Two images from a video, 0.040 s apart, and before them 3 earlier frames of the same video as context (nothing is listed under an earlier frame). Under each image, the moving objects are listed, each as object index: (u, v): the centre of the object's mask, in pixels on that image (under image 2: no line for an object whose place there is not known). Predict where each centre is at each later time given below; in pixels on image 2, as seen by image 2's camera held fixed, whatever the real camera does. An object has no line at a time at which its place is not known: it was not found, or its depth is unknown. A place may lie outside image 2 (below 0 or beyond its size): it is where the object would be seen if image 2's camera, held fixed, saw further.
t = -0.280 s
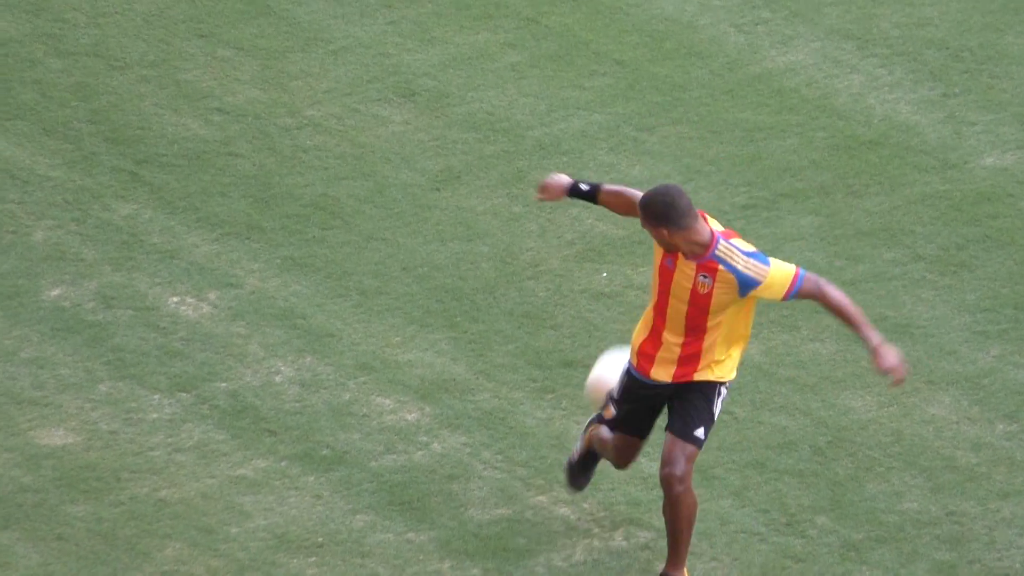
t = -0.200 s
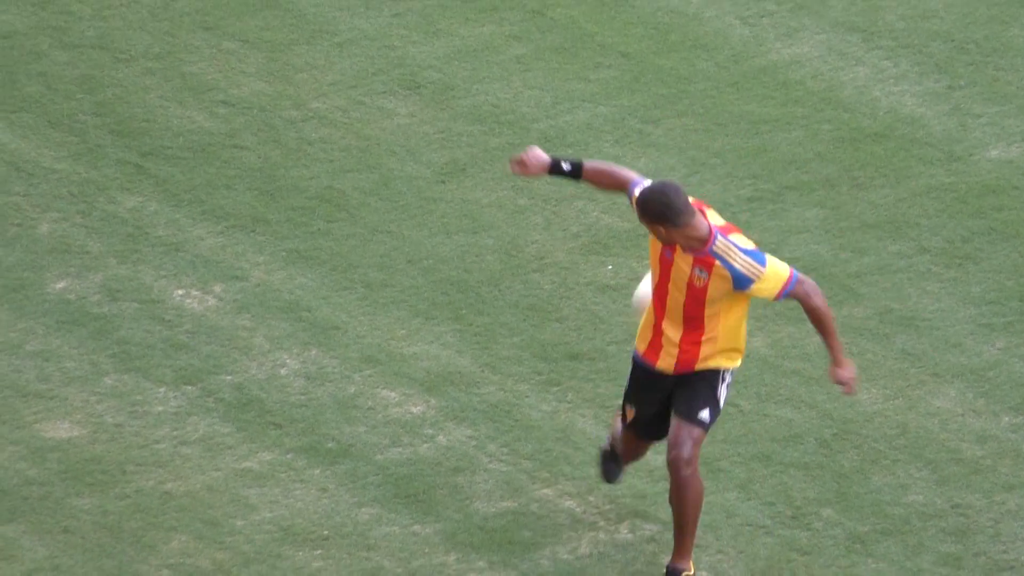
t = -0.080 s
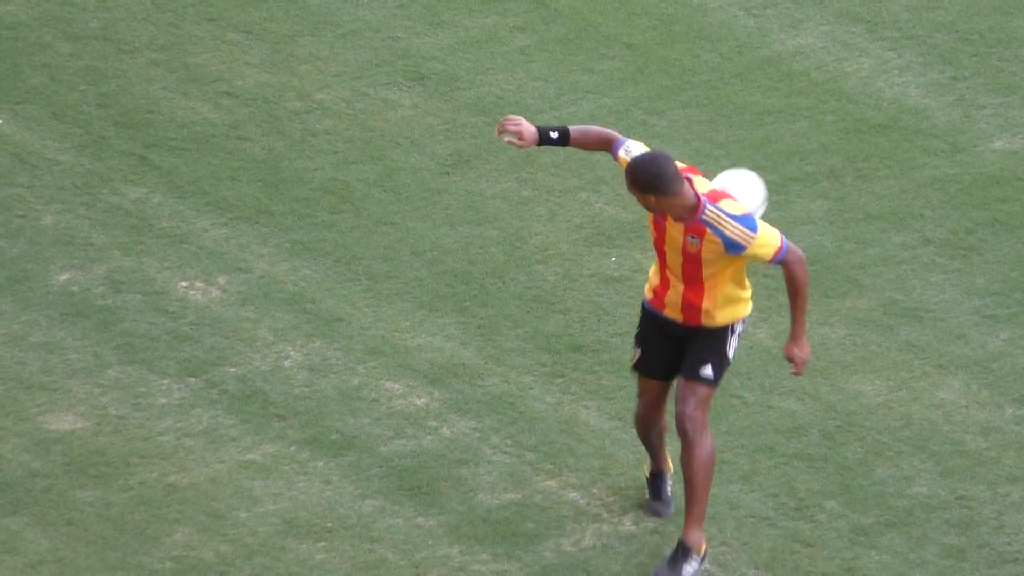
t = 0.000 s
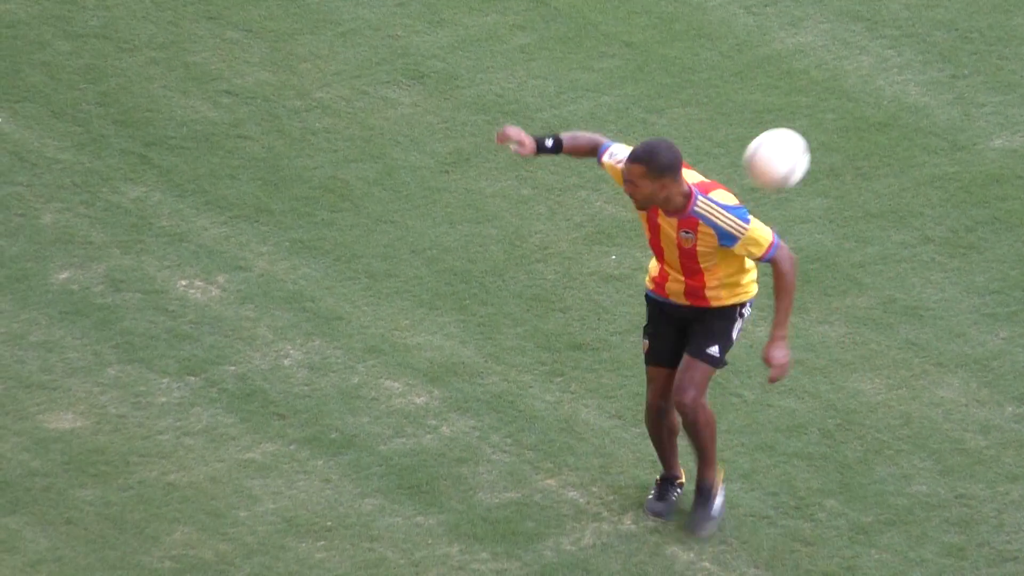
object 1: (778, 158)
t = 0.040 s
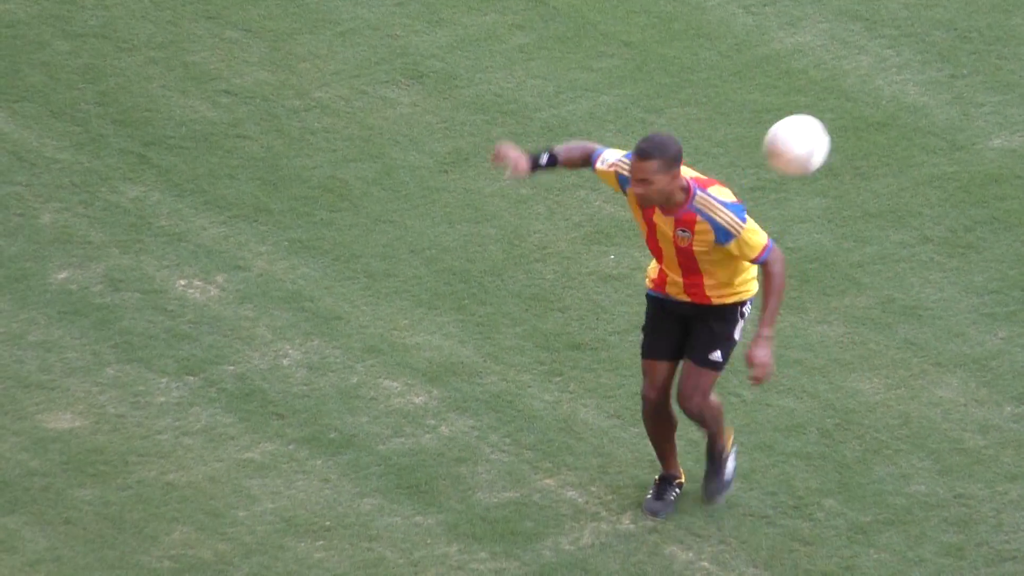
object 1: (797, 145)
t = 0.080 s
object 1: (818, 136)
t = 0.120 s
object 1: (840, 129)
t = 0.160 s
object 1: (860, 127)
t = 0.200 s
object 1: (882, 129)
